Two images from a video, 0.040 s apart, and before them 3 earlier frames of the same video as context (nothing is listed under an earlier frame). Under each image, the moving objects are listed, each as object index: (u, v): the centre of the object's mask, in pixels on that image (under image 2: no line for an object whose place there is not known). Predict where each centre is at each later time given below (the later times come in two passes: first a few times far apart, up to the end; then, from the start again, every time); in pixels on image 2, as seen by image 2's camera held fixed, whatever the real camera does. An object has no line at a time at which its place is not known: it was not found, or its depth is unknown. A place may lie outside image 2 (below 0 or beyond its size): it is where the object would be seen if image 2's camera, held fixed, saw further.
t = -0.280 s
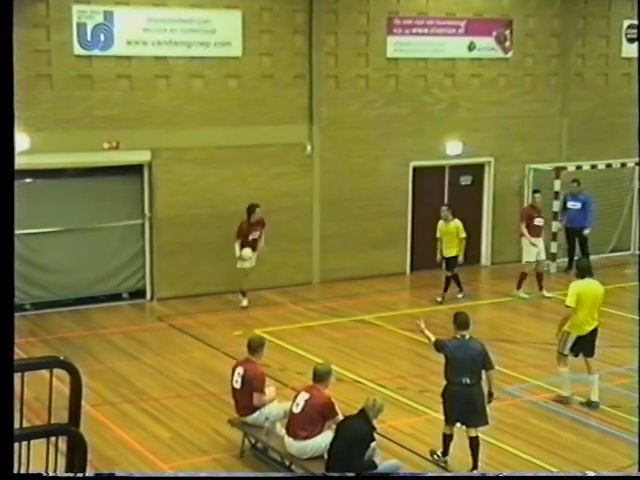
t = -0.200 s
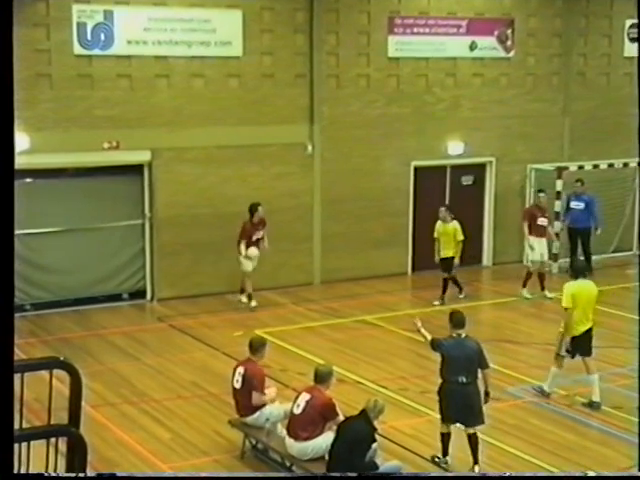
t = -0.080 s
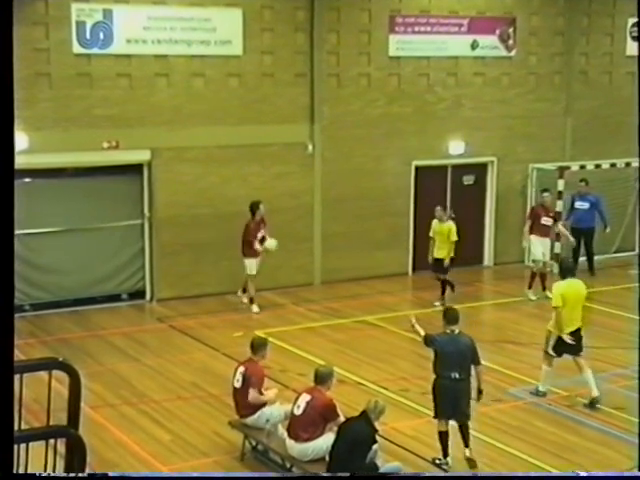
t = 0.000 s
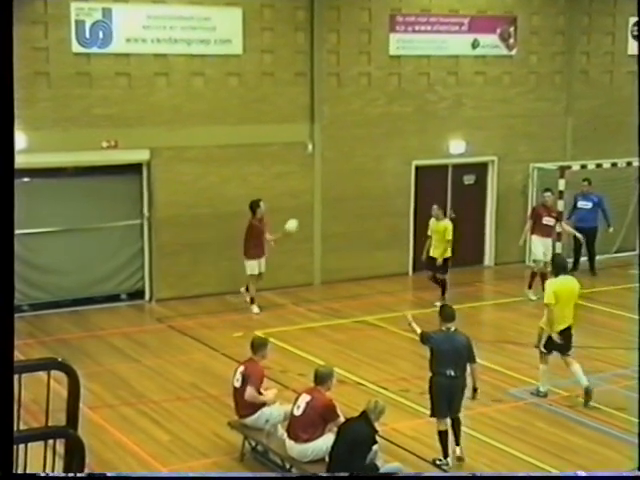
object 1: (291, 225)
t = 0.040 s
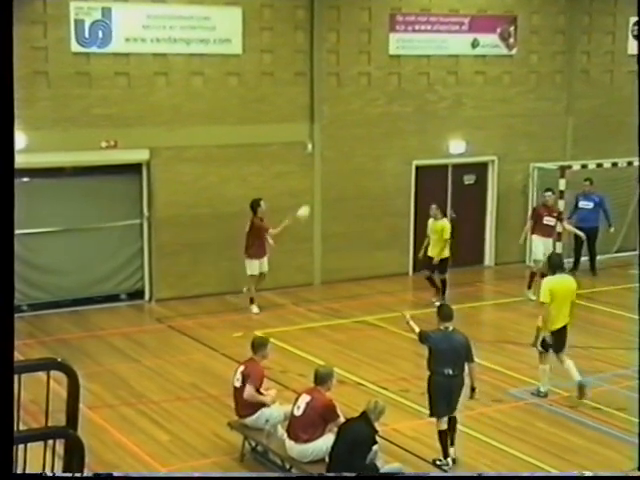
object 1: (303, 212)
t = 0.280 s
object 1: (371, 152)
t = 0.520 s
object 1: (434, 130)
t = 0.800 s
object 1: (497, 144)
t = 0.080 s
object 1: (315, 199)
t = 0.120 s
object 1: (327, 187)
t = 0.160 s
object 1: (338, 177)
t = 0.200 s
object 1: (349, 168)
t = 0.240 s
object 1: (360, 160)
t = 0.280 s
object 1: (371, 152)
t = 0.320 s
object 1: (381, 146)
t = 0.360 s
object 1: (393, 140)
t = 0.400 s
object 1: (402, 137)
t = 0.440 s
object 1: (413, 133)
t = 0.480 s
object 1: (423, 131)
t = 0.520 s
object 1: (434, 130)
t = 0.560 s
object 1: (443, 129)
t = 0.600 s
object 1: (453, 129)
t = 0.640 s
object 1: (462, 131)
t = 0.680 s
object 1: (472, 133)
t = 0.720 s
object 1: (480, 135)
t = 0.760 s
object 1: (489, 139)
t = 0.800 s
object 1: (497, 144)
